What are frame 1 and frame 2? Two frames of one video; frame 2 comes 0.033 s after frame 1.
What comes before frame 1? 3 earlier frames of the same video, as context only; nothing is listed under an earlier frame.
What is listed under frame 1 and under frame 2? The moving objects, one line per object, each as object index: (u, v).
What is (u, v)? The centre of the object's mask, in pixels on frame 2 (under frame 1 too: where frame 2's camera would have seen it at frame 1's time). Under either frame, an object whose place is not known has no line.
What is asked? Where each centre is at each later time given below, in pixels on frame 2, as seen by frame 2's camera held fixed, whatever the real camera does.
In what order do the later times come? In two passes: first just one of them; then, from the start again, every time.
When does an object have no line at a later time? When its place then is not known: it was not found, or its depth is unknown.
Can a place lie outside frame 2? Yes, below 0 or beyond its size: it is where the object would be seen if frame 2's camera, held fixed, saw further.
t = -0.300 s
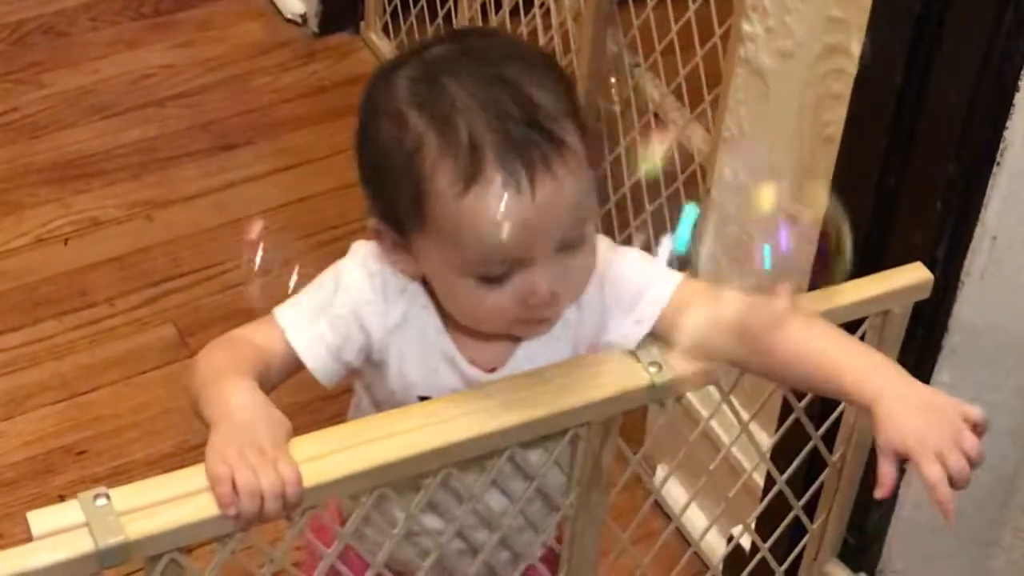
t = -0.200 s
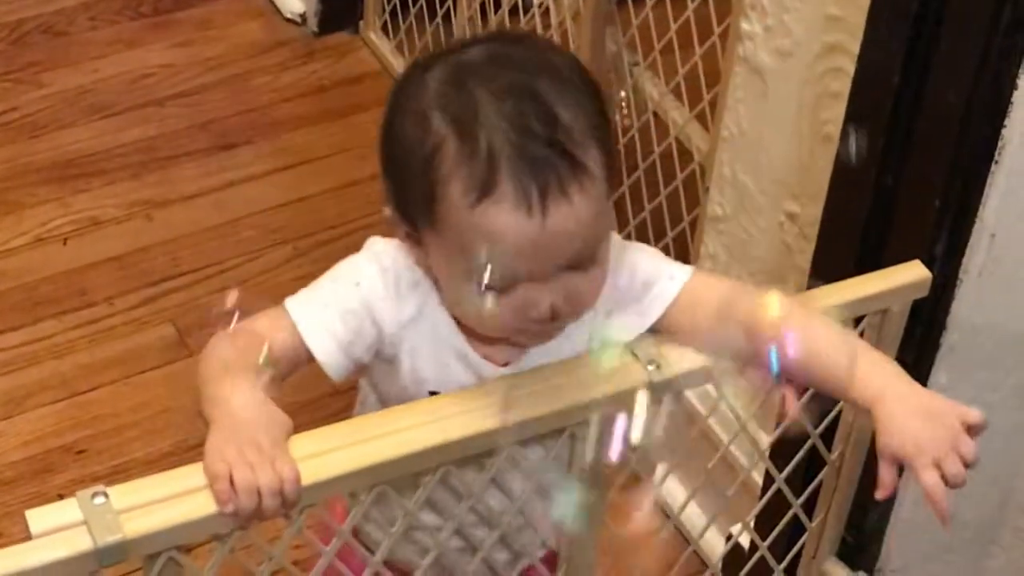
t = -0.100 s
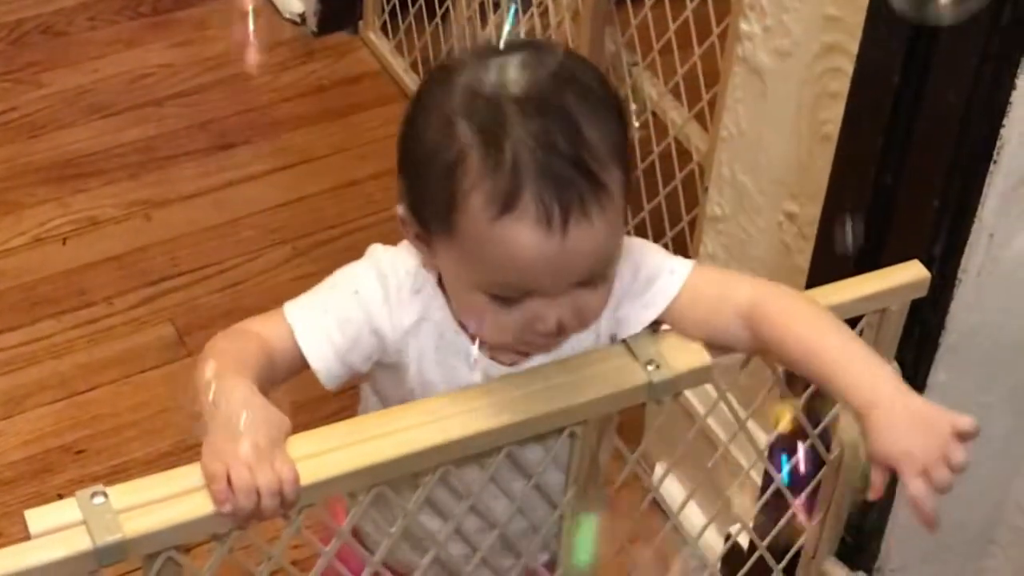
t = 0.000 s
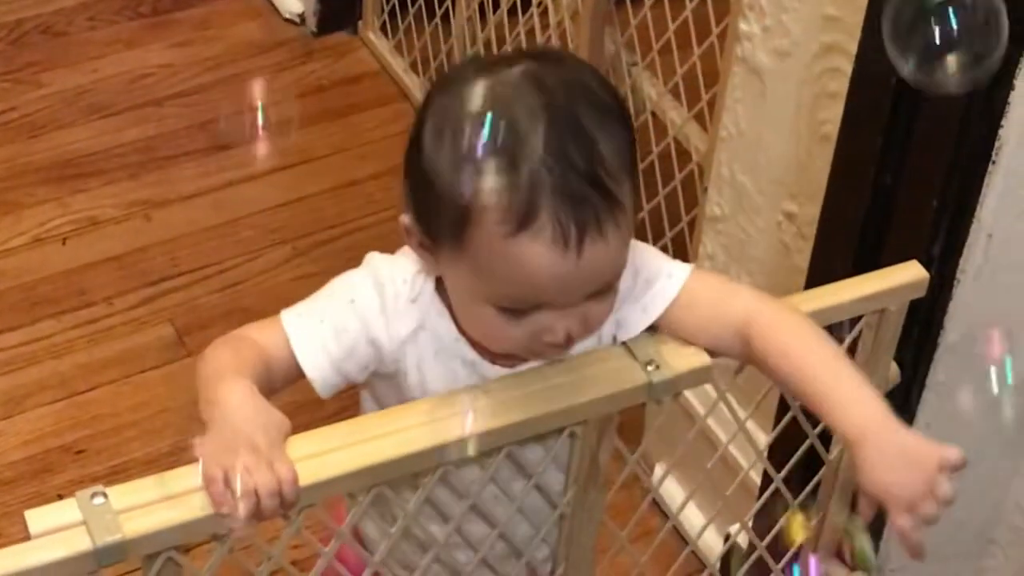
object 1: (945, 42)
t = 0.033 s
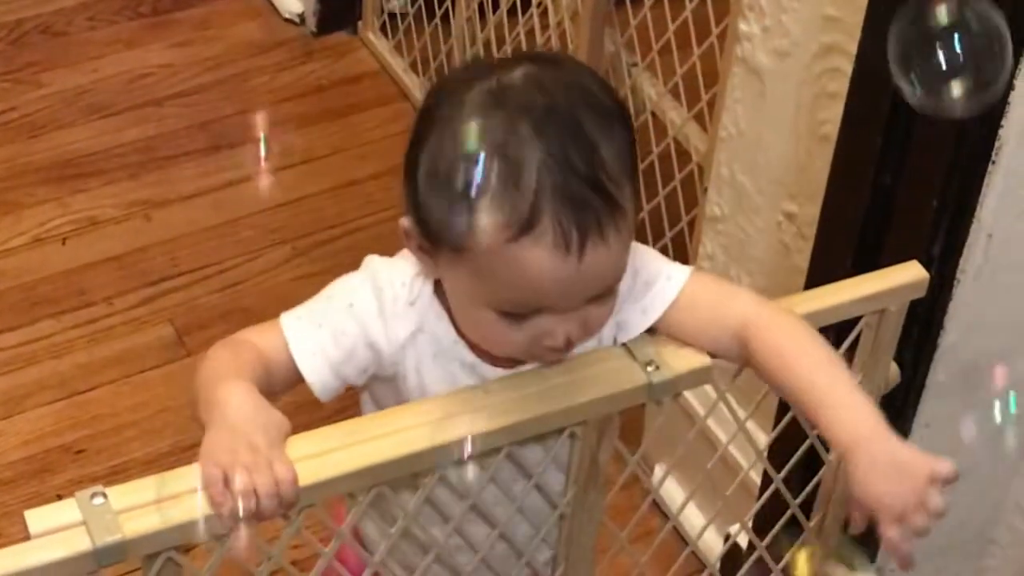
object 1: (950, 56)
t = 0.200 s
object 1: (951, 164)
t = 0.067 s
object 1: (954, 76)
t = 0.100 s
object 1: (955, 98)
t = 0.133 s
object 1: (954, 120)
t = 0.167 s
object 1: (953, 142)
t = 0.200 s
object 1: (951, 164)
